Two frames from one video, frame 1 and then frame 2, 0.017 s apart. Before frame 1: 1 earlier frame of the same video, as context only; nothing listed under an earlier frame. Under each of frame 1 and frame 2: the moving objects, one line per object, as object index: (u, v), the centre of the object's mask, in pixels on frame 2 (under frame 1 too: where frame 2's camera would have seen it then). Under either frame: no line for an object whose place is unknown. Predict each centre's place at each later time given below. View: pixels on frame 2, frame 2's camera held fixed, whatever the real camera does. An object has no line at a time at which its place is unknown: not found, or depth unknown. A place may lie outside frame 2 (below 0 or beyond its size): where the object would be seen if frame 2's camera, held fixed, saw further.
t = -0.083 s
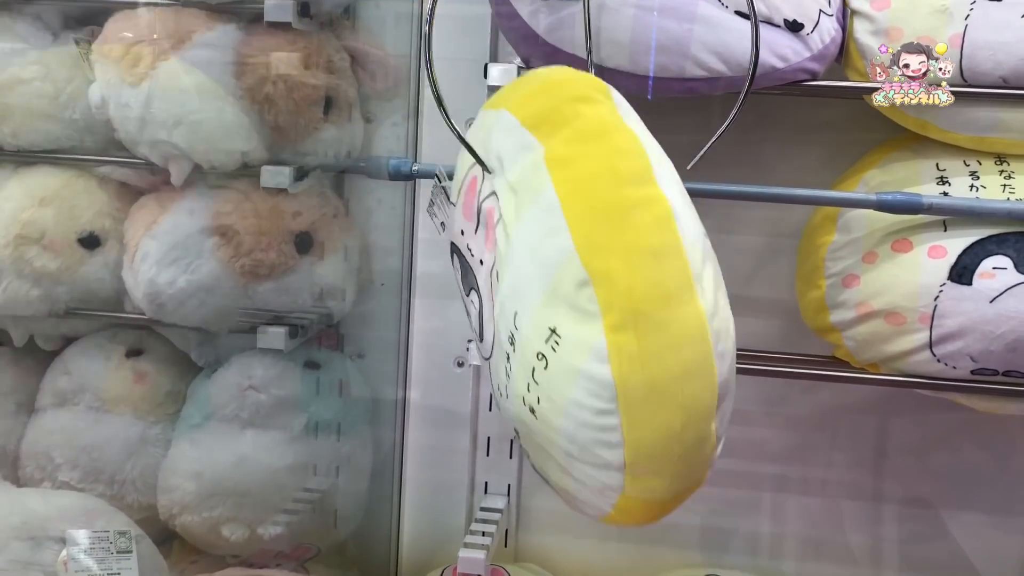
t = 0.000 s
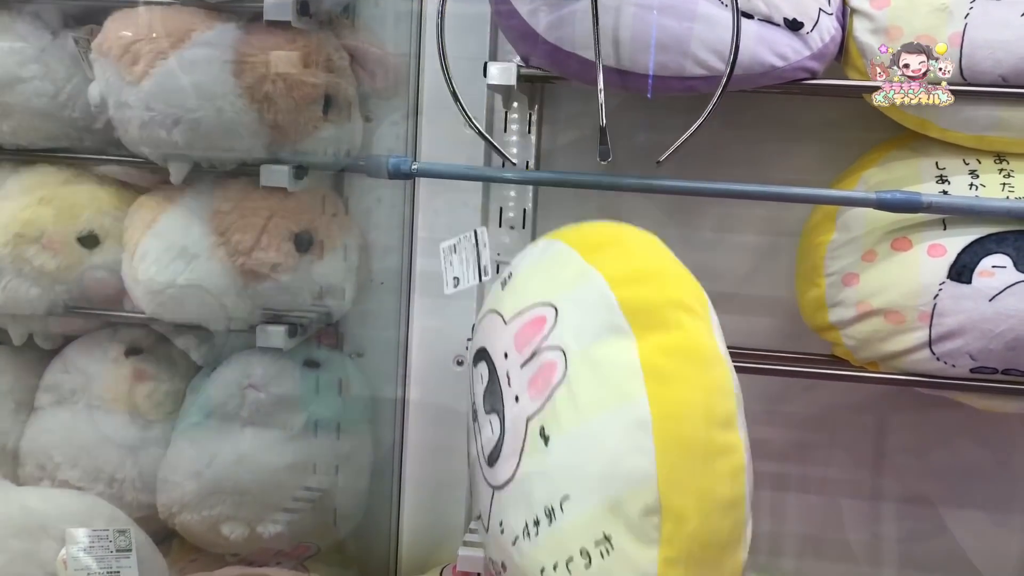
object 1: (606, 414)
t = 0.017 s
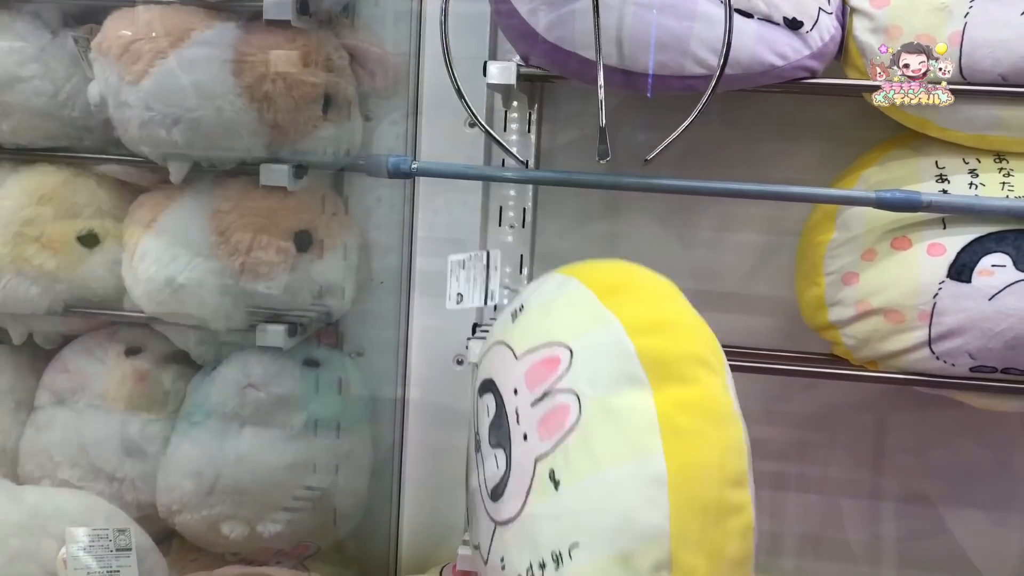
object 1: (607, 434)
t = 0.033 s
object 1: (608, 455)
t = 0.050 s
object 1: (609, 477)
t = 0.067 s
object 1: (610, 496)
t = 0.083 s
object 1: (612, 513)
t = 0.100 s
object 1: (618, 525)
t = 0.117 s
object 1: (627, 527)
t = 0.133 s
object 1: (634, 522)
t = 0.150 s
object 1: (645, 518)
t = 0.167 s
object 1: (654, 516)
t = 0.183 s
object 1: (662, 516)
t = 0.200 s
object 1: (668, 518)
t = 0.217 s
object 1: (673, 520)
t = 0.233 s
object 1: (678, 523)
